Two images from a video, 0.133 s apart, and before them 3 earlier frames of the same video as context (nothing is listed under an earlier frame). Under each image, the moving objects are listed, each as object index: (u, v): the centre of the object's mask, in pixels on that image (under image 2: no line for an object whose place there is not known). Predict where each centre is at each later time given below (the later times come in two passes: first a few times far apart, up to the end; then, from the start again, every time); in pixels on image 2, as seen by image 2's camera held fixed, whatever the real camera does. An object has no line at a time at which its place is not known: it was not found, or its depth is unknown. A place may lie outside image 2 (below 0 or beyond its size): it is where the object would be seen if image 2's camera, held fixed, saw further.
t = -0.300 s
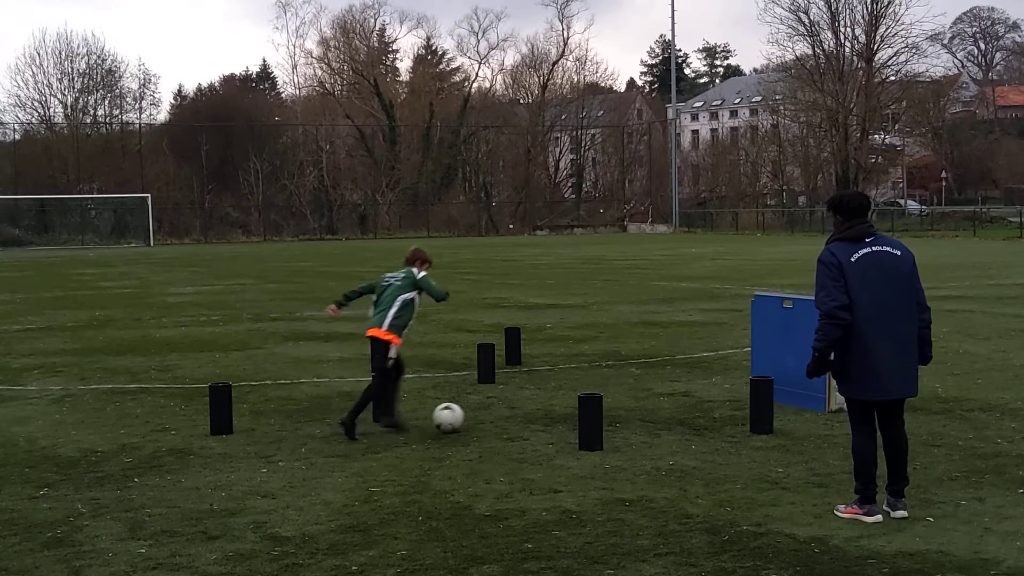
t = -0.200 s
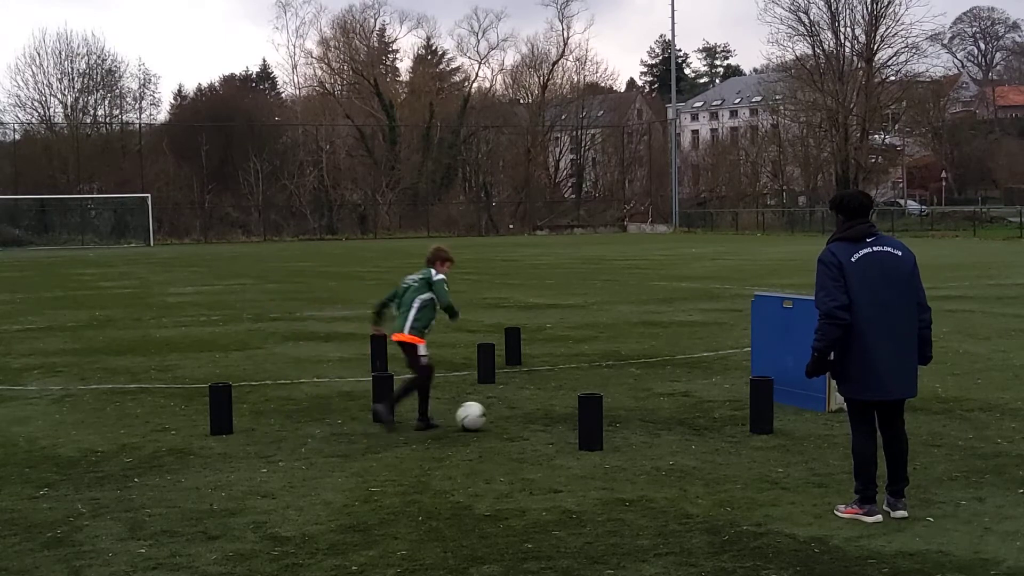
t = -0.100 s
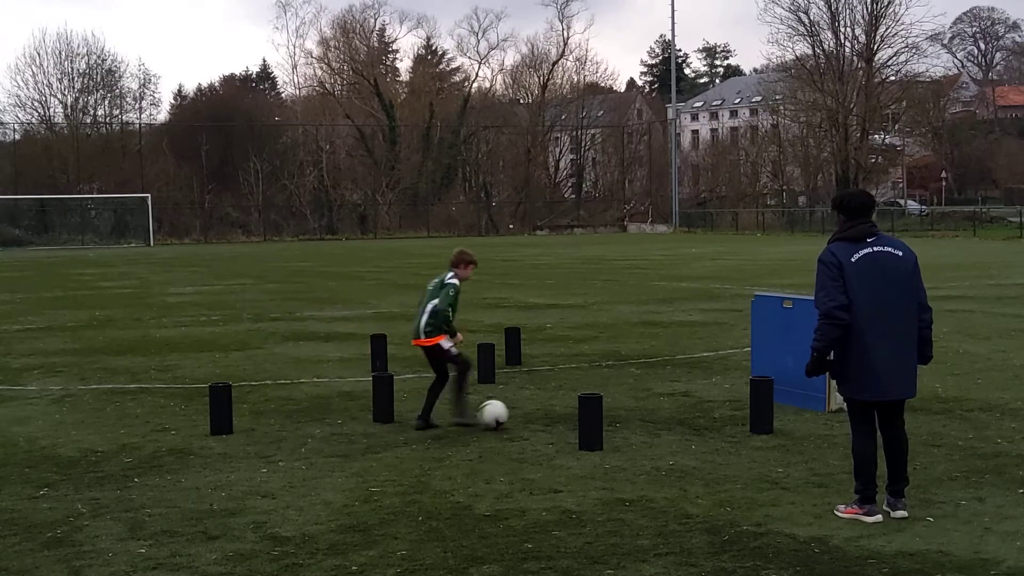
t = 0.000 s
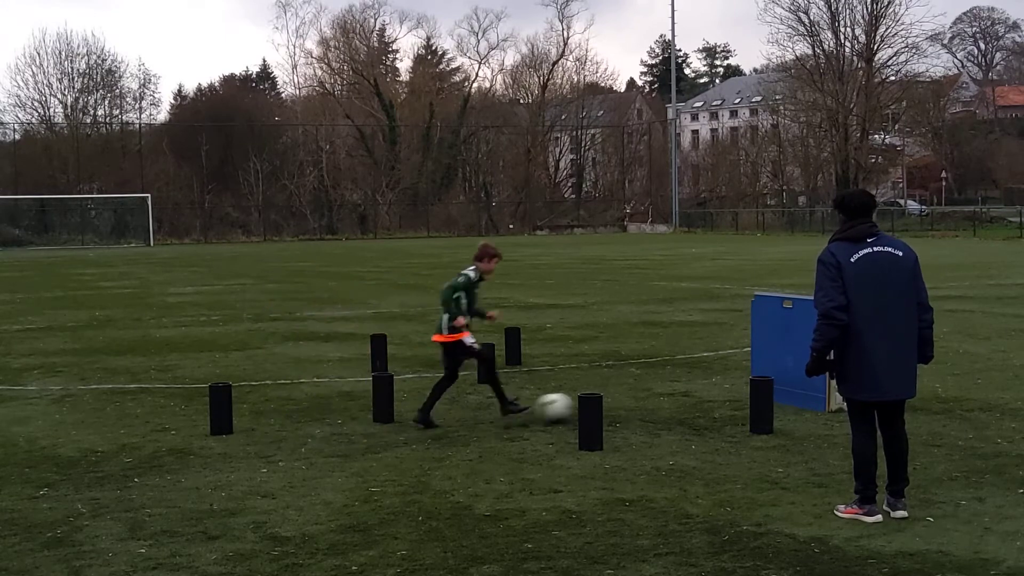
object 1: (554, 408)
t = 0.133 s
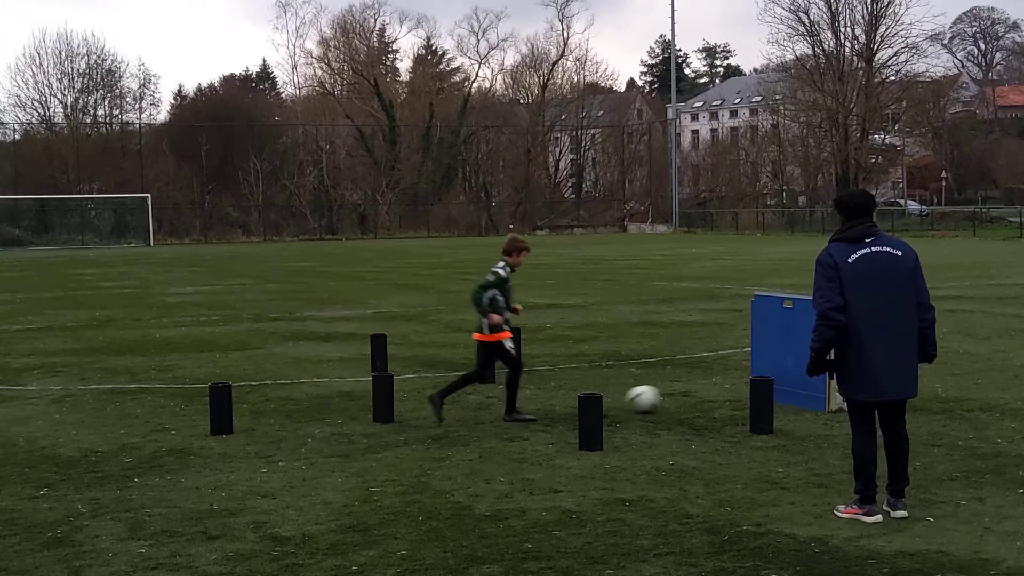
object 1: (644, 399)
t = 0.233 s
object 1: (699, 394)
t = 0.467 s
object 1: (716, 370)
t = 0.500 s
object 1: (703, 368)
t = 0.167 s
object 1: (663, 397)
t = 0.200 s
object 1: (682, 395)
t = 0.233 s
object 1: (699, 394)
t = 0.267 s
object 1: (716, 391)
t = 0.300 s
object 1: (733, 389)
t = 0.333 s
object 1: (742, 389)
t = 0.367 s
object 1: (747, 381)
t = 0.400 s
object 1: (740, 378)
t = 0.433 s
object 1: (728, 374)
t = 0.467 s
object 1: (716, 370)
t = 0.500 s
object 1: (703, 368)
